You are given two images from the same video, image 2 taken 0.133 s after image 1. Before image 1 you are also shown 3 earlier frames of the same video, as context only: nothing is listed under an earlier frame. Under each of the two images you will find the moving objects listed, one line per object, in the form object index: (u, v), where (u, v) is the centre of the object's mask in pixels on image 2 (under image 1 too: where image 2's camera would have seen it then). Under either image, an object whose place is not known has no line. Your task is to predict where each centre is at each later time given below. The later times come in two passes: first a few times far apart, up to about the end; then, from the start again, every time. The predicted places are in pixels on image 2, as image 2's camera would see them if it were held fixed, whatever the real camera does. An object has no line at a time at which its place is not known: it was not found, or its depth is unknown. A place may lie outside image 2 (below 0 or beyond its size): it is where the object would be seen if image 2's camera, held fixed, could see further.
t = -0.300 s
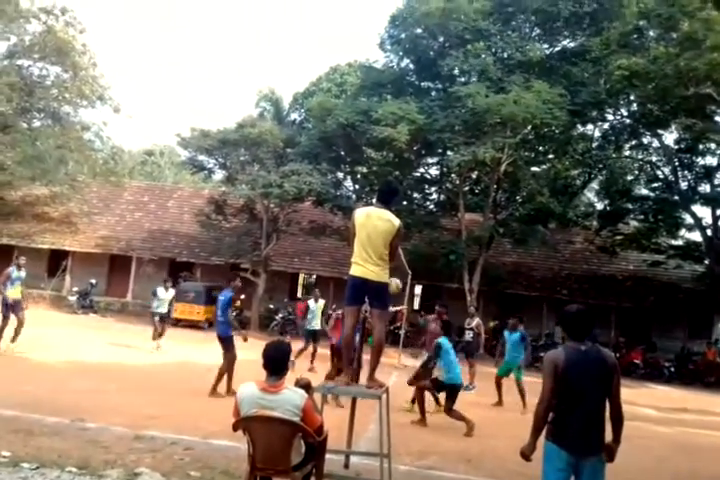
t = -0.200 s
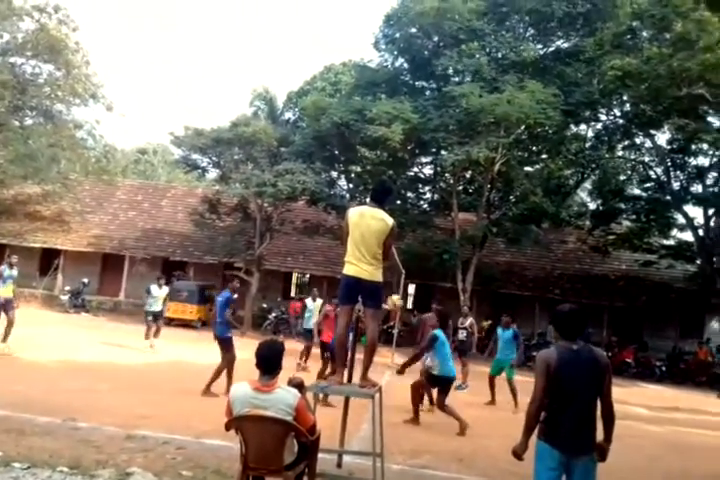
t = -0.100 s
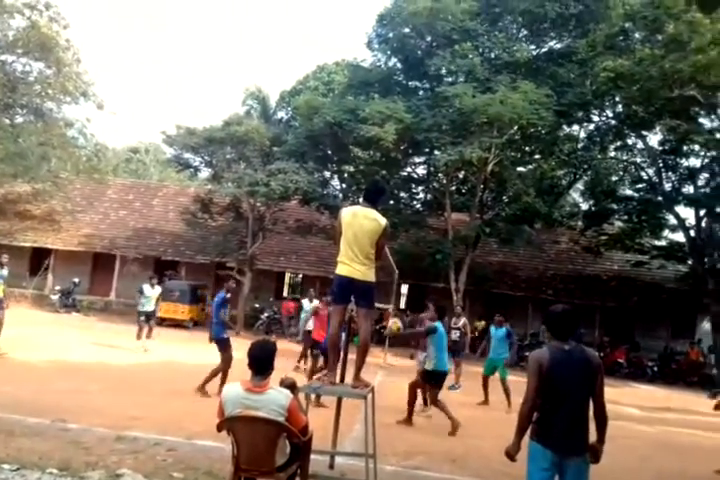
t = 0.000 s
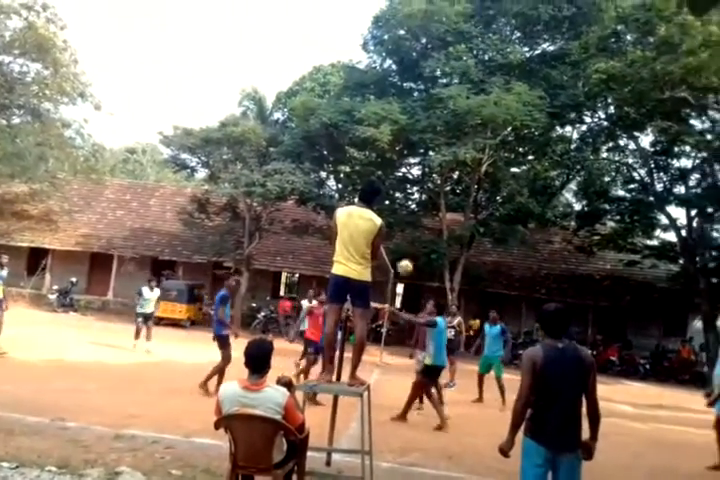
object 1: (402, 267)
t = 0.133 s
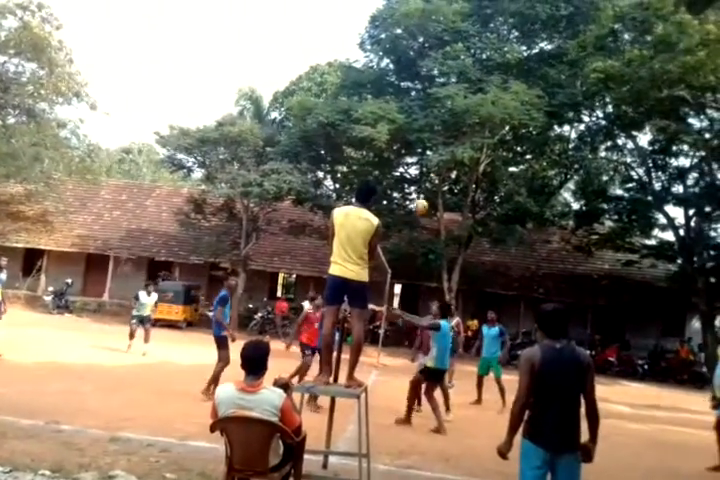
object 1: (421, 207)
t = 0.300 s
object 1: (438, 148)
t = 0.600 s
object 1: (465, 103)
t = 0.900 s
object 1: (482, 110)
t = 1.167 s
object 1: (493, 164)
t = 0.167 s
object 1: (424, 193)
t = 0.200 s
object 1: (428, 181)
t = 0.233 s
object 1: (431, 170)
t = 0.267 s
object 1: (435, 161)
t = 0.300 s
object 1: (438, 148)
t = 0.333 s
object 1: (442, 142)
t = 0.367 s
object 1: (445, 134)
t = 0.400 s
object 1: (448, 127)
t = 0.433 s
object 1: (451, 121)
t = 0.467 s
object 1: (455, 116)
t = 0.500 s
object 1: (457, 112)
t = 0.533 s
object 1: (460, 107)
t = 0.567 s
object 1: (462, 104)
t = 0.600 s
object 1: (465, 103)
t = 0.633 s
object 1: (466, 102)
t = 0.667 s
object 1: (470, 99)
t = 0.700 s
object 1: (473, 99)
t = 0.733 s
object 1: (474, 102)
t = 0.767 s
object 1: (476, 102)
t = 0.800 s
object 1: (477, 103)
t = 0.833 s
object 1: (478, 104)
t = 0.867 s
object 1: (480, 107)
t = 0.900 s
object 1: (482, 110)
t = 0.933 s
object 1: (484, 115)
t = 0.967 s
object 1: (485, 121)
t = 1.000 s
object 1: (486, 127)
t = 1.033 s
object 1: (488, 133)
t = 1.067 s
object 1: (489, 139)
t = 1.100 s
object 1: (491, 147)
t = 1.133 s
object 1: (492, 155)
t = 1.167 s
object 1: (493, 164)
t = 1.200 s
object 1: (494, 172)
